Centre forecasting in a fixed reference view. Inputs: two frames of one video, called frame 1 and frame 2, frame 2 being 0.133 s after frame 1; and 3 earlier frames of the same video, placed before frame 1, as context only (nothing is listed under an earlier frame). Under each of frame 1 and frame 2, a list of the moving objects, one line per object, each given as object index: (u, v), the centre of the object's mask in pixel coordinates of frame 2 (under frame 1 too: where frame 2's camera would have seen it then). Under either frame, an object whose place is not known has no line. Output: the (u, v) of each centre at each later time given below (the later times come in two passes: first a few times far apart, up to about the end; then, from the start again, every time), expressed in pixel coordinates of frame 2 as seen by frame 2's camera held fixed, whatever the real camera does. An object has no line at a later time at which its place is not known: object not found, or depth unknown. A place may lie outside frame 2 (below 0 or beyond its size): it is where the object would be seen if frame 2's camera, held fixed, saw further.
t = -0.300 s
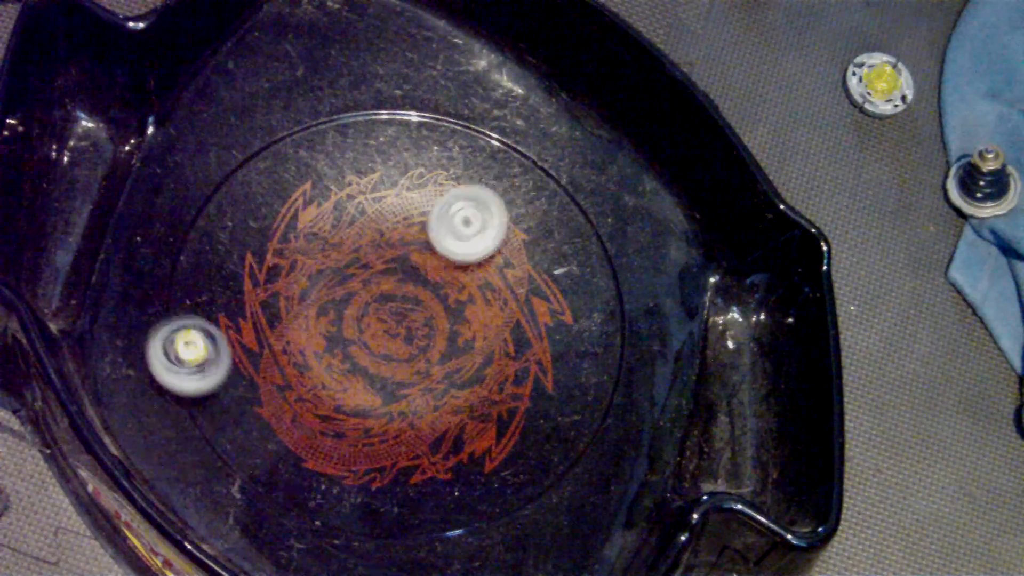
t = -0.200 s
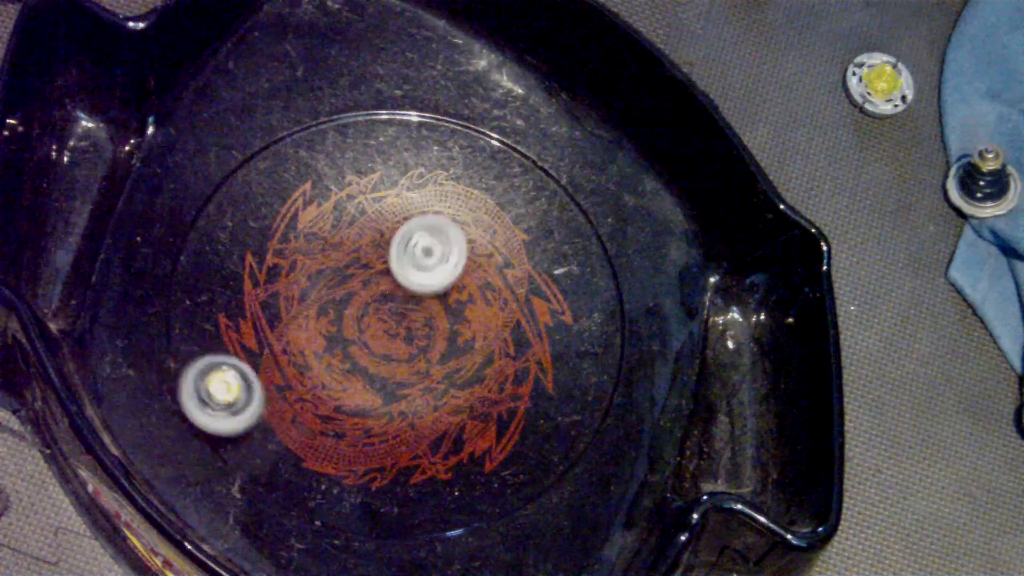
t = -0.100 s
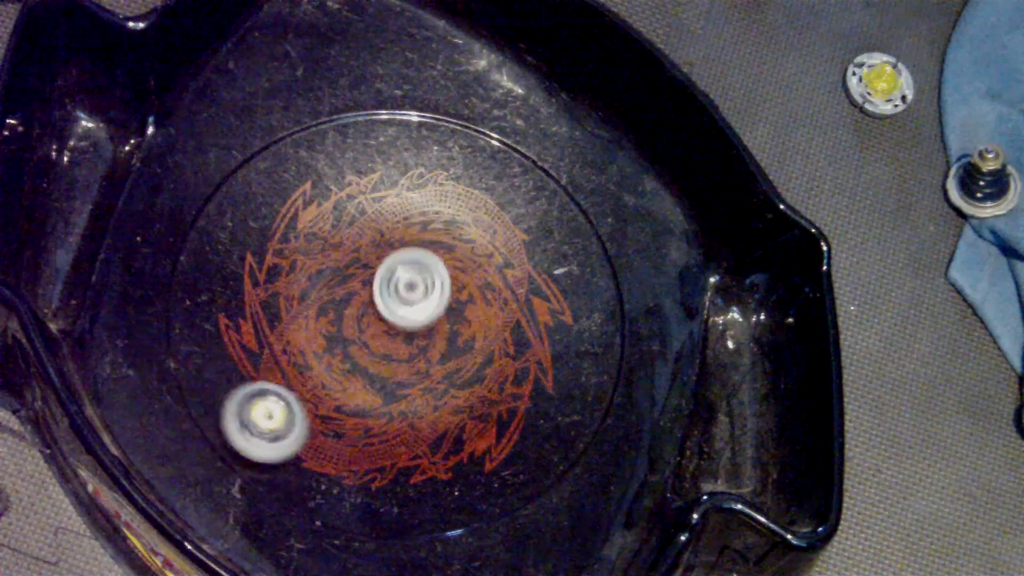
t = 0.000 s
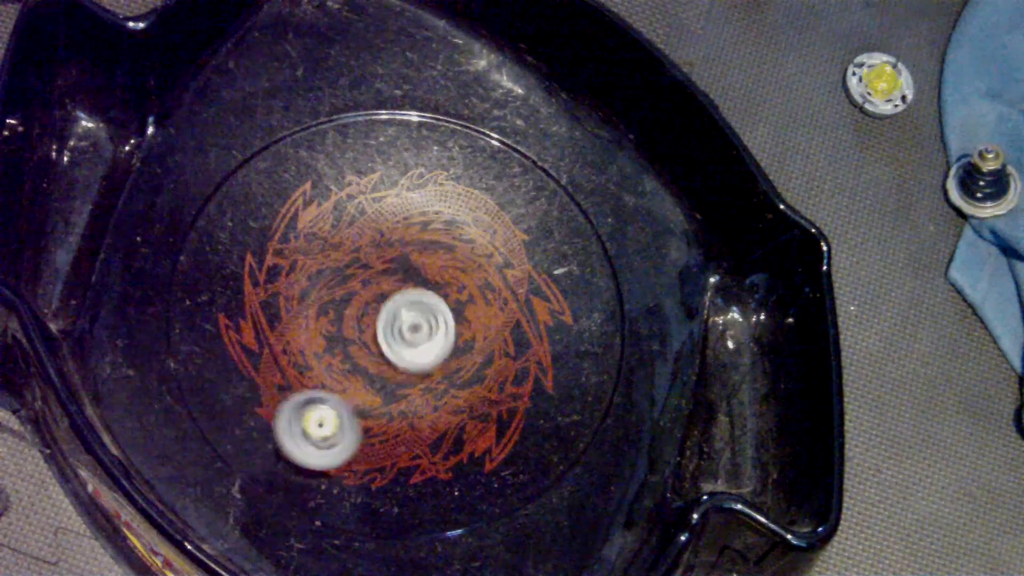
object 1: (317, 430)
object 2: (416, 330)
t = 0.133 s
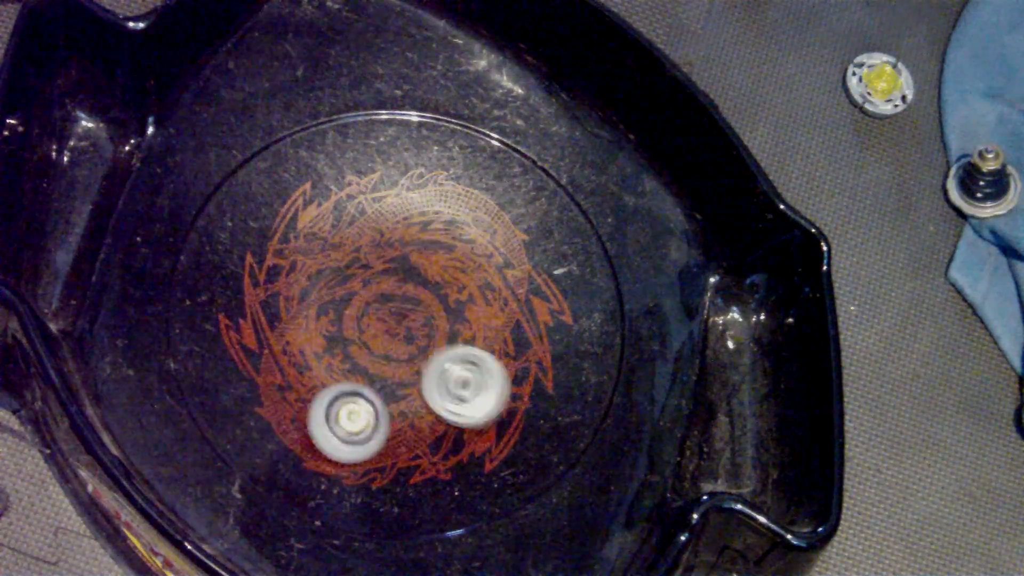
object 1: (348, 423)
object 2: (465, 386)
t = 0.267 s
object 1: (340, 397)
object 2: (539, 390)
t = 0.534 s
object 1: (394, 306)
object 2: (519, 325)
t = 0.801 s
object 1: (412, 214)
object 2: (461, 338)
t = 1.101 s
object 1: (352, 242)
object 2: (447, 416)
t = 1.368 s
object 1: (431, 304)
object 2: (440, 389)
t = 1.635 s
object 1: (518, 342)
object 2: (365, 409)
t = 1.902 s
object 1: (493, 287)
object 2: (361, 404)
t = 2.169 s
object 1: (431, 349)
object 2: (337, 369)
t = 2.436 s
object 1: (402, 435)
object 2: (278, 336)
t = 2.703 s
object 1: (468, 407)
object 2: (314, 340)
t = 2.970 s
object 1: (390, 354)
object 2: (307, 269)
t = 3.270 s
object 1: (297, 370)
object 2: (305, 256)
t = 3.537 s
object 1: (349, 400)
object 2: (341, 275)
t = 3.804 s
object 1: (348, 321)
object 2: (399, 211)
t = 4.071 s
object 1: (306, 265)
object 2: (391, 230)
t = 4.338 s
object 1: (314, 312)
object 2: (448, 249)
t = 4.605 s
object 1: (382, 286)
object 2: (493, 272)
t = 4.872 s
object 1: (426, 243)
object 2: (496, 311)
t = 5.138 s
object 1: (383, 240)
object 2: (502, 339)
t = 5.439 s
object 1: (424, 301)
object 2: (489, 360)
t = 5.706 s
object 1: (450, 278)
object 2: (492, 400)
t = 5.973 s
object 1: (470, 269)
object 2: (446, 365)
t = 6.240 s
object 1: (455, 291)
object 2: (369, 419)
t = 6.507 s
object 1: (462, 340)
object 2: (384, 402)
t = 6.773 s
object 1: (492, 361)
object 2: (355, 376)
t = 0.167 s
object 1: (341, 420)
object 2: (488, 393)
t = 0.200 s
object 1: (336, 414)
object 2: (508, 395)
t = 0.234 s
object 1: (336, 406)
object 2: (526, 394)
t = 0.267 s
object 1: (340, 397)
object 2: (539, 390)
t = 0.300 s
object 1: (346, 385)
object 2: (548, 384)
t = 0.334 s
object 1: (352, 374)
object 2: (552, 377)
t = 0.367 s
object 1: (358, 362)
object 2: (553, 369)
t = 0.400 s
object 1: (365, 351)
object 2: (551, 361)
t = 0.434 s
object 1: (372, 340)
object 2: (547, 352)
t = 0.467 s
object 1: (379, 328)
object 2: (540, 343)
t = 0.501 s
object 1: (386, 318)
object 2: (531, 334)
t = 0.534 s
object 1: (394, 306)
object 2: (519, 325)
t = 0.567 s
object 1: (401, 296)
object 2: (504, 318)
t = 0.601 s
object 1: (409, 286)
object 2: (491, 312)
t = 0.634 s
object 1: (413, 274)
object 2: (481, 310)
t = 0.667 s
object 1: (412, 259)
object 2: (476, 313)
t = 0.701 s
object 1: (411, 245)
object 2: (472, 318)
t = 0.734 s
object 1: (413, 233)
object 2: (467, 323)
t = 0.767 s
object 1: (413, 224)
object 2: (464, 331)
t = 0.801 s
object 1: (412, 214)
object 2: (461, 338)
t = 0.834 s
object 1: (407, 207)
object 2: (459, 348)
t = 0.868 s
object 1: (403, 202)
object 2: (456, 359)
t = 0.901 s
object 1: (394, 200)
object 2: (455, 371)
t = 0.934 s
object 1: (385, 200)
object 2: (453, 385)
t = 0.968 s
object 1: (375, 202)
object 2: (450, 396)
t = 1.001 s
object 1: (364, 208)
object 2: (448, 405)
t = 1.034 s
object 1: (356, 217)
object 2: (447, 411)
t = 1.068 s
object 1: (351, 230)
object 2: (447, 415)
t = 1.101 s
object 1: (352, 242)
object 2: (447, 416)
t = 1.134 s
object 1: (356, 254)
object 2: (447, 415)
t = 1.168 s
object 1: (363, 265)
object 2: (448, 412)
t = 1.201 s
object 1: (373, 272)
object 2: (448, 407)
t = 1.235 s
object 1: (384, 279)
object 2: (448, 403)
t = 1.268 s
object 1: (396, 285)
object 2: (447, 398)
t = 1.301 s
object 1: (407, 291)
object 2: (446, 394)
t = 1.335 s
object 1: (419, 298)
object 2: (444, 391)
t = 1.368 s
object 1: (431, 304)
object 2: (440, 389)
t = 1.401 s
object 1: (443, 311)
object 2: (435, 388)
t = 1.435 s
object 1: (454, 317)
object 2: (428, 389)
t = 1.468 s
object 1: (465, 324)
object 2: (419, 391)
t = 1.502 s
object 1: (477, 331)
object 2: (409, 393)
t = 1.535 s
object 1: (488, 338)
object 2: (399, 396)
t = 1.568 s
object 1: (499, 342)
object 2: (387, 400)
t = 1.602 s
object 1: (510, 344)
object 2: (376, 405)
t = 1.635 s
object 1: (518, 342)
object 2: (365, 409)
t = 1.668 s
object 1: (524, 338)
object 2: (356, 413)
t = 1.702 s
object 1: (527, 332)
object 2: (351, 415)
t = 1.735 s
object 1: (528, 324)
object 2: (348, 416)
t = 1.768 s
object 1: (527, 315)
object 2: (348, 415)
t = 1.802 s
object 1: (523, 306)
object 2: (349, 413)
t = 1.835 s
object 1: (516, 297)
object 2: (353, 411)
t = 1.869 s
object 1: (506, 290)
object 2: (357, 407)
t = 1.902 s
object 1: (493, 287)
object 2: (361, 404)
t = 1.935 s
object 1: (480, 288)
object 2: (364, 400)
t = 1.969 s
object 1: (468, 291)
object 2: (366, 396)
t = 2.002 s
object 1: (459, 297)
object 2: (366, 392)
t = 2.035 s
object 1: (452, 306)
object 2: (364, 388)
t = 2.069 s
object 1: (446, 317)
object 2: (359, 384)
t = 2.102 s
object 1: (441, 327)
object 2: (354, 379)
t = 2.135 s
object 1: (436, 338)
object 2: (346, 374)
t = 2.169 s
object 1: (431, 349)
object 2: (337, 369)
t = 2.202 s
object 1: (425, 360)
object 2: (326, 363)
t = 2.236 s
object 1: (419, 372)
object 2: (315, 356)
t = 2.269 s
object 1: (414, 383)
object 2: (304, 350)
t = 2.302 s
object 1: (408, 394)
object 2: (295, 345)
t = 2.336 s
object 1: (402, 405)
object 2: (287, 341)
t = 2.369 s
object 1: (398, 417)
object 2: (281, 338)
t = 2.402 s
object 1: (399, 427)
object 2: (278, 336)
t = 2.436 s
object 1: (402, 435)
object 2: (278, 336)
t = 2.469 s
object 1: (409, 440)
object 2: (280, 337)
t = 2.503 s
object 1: (419, 443)
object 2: (284, 339)
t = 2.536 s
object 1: (430, 444)
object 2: (289, 341)
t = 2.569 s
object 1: (442, 442)
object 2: (295, 343)
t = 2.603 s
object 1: (453, 437)
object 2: (301, 345)
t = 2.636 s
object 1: (461, 429)
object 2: (306, 345)
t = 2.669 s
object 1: (467, 419)
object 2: (311, 343)
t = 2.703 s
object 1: (468, 407)
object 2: (314, 340)
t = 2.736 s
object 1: (465, 394)
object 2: (316, 335)
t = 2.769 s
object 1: (459, 384)
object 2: (317, 328)
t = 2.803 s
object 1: (450, 375)
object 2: (318, 320)
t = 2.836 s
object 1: (440, 370)
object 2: (317, 312)
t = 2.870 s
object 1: (427, 365)
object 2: (316, 302)
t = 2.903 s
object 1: (415, 361)
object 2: (313, 291)
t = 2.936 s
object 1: (403, 357)
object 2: (311, 279)
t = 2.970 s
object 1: (390, 354)
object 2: (307, 269)
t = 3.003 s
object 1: (377, 350)
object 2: (304, 262)
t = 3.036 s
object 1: (365, 346)
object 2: (303, 257)
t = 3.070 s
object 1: (352, 343)
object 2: (302, 257)
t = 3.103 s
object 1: (340, 339)
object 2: (304, 260)
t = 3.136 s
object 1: (328, 338)
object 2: (305, 264)
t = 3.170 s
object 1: (319, 349)
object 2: (304, 260)
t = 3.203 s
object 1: (311, 359)
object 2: (304, 255)
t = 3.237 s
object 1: (304, 365)
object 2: (304, 254)
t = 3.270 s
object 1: (297, 370)
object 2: (305, 256)
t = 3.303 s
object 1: (294, 375)
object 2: (308, 261)
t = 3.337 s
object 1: (294, 382)
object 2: (312, 267)
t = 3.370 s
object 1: (298, 390)
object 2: (316, 273)
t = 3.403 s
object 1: (305, 397)
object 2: (320, 277)
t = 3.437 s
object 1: (315, 403)
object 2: (325, 279)
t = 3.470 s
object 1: (327, 407)
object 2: (330, 280)
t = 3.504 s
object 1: (339, 405)
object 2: (335, 278)
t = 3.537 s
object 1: (349, 400)
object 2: (341, 275)
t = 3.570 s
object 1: (356, 393)
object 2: (347, 269)
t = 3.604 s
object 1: (359, 383)
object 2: (355, 262)
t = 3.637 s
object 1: (359, 373)
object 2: (363, 253)
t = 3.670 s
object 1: (358, 363)
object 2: (373, 244)
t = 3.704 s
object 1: (355, 352)
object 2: (382, 234)
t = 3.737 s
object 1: (353, 341)
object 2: (390, 225)
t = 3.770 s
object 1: (351, 331)
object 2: (395, 217)
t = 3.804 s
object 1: (348, 321)
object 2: (399, 211)
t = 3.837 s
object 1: (345, 311)
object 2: (400, 209)
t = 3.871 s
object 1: (342, 302)
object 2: (399, 209)
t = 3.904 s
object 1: (339, 293)
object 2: (396, 212)
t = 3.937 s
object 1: (335, 283)
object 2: (391, 217)
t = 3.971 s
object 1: (331, 275)
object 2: (387, 223)
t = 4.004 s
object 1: (320, 271)
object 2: (388, 225)
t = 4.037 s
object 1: (312, 267)
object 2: (389, 228)
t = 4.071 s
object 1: (306, 265)
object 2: (391, 230)
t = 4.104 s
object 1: (300, 265)
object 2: (394, 233)
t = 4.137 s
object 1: (295, 268)
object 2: (398, 236)
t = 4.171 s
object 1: (292, 274)
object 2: (403, 238)
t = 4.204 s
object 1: (290, 283)
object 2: (410, 241)
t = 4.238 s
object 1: (292, 293)
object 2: (419, 243)
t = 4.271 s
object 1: (298, 302)
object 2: (427, 245)
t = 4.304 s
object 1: (306, 309)
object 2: (438, 247)
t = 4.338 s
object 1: (314, 312)
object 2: (448, 249)
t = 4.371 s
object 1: (323, 313)
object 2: (459, 251)
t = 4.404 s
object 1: (332, 312)
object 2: (469, 253)
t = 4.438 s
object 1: (340, 309)
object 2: (478, 256)
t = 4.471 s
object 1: (348, 305)
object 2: (486, 258)
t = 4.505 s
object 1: (357, 301)
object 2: (491, 261)
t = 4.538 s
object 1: (366, 296)
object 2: (493, 265)
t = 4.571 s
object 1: (374, 291)
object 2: (494, 268)
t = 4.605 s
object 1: (382, 286)
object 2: (493, 272)
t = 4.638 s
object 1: (390, 282)
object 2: (490, 275)
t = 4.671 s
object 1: (398, 277)
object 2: (487, 279)
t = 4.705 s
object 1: (406, 272)
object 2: (484, 283)
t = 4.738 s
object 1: (409, 265)
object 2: (484, 288)
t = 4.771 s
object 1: (412, 259)
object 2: (487, 293)
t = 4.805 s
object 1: (417, 253)
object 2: (489, 299)
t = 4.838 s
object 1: (422, 248)
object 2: (492, 305)
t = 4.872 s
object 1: (426, 243)
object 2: (496, 311)
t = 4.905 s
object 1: (427, 238)
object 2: (499, 317)
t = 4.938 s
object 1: (426, 232)
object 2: (503, 322)
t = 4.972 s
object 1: (421, 228)
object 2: (505, 326)
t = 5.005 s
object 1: (414, 226)
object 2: (506, 330)
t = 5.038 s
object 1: (406, 226)
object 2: (507, 333)
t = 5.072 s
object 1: (396, 228)
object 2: (506, 336)
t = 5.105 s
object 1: (388, 233)
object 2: (504, 337)
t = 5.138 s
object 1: (383, 240)
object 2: (502, 339)
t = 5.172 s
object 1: (381, 247)
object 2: (499, 340)
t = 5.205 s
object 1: (383, 255)
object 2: (497, 341)
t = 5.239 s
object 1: (386, 262)
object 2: (495, 342)
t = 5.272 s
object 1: (391, 269)
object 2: (493, 344)
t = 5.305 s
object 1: (396, 275)
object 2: (492, 346)
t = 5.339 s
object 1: (402, 282)
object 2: (491, 349)
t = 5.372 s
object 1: (408, 288)
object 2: (490, 353)
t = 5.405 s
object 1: (416, 295)
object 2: (490, 356)
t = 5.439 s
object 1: (424, 301)
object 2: (489, 360)
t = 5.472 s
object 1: (432, 307)
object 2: (489, 364)
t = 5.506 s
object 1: (439, 311)
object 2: (489, 367)
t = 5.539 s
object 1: (443, 306)
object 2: (495, 378)
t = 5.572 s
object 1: (441, 294)
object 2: (498, 391)
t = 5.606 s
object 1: (441, 285)
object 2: (499, 398)
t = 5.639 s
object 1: (442, 280)
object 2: (498, 402)
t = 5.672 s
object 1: (446, 277)
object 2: (496, 403)
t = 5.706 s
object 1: (450, 278)
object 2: (492, 400)
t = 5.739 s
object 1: (455, 278)
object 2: (488, 396)
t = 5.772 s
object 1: (462, 279)
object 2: (483, 389)
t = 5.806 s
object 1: (468, 279)
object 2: (479, 381)
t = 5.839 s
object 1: (472, 278)
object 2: (473, 374)
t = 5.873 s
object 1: (474, 276)
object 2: (467, 368)
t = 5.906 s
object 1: (474, 274)
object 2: (460, 364)
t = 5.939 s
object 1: (473, 271)
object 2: (453, 364)
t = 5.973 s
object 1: (470, 269)
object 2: (446, 365)
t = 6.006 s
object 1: (467, 268)
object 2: (439, 369)
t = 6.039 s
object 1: (464, 269)
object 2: (431, 374)
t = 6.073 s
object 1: (462, 270)
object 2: (421, 381)
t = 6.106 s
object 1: (459, 273)
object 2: (411, 388)
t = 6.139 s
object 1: (458, 277)
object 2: (399, 397)
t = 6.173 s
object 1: (457, 281)
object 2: (387, 405)
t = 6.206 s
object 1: (456, 286)
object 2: (377, 414)
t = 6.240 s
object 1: (455, 291)
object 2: (369, 419)
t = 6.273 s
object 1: (455, 296)
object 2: (363, 423)
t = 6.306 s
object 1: (455, 303)
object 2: (361, 424)
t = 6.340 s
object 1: (456, 308)
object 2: (362, 424)
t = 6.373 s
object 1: (456, 314)
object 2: (365, 421)
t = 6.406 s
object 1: (457, 321)
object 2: (369, 418)
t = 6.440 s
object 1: (458, 327)
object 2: (374, 413)
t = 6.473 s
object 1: (460, 334)
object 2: (379, 408)
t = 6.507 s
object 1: (462, 340)
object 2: (384, 402)
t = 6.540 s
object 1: (464, 348)
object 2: (387, 398)
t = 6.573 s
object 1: (467, 355)
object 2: (388, 394)
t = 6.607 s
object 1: (470, 362)
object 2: (387, 391)
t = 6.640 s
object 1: (475, 368)
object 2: (383, 388)
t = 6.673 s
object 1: (480, 371)
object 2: (379, 385)
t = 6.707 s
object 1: (484, 370)
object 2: (373, 382)
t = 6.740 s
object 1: (489, 367)
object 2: (365, 379)
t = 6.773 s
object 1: (492, 361)
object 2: (355, 376)
